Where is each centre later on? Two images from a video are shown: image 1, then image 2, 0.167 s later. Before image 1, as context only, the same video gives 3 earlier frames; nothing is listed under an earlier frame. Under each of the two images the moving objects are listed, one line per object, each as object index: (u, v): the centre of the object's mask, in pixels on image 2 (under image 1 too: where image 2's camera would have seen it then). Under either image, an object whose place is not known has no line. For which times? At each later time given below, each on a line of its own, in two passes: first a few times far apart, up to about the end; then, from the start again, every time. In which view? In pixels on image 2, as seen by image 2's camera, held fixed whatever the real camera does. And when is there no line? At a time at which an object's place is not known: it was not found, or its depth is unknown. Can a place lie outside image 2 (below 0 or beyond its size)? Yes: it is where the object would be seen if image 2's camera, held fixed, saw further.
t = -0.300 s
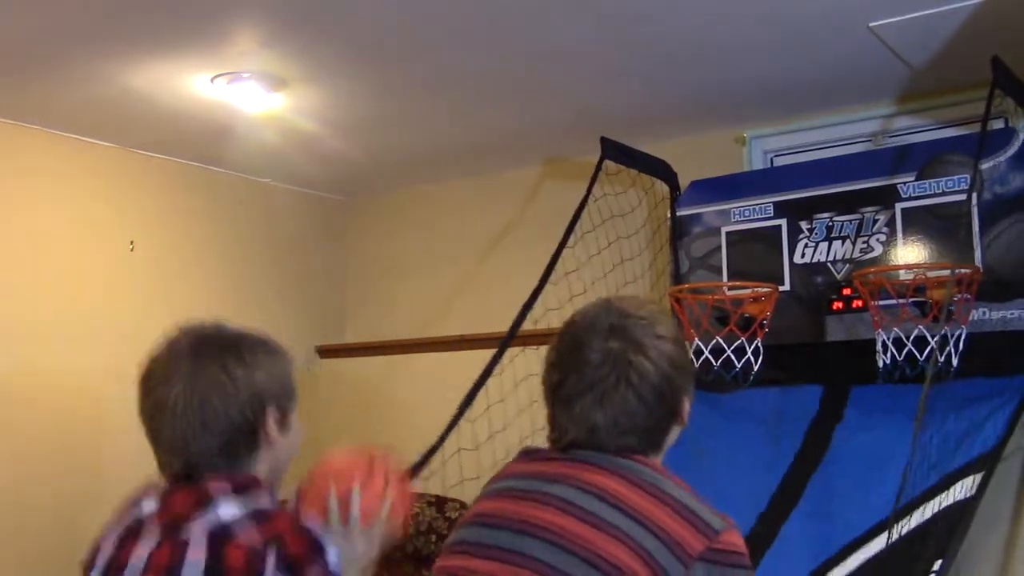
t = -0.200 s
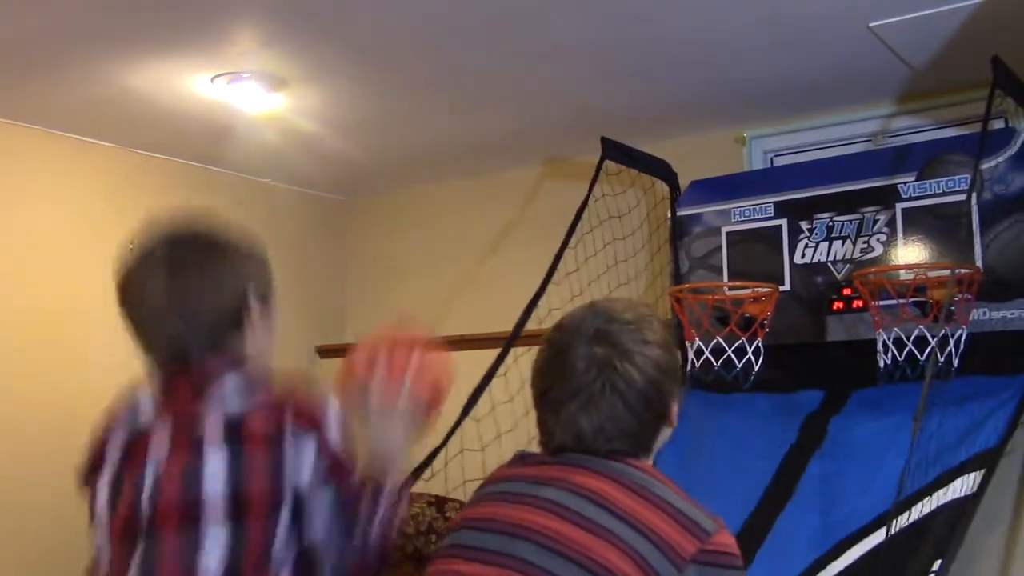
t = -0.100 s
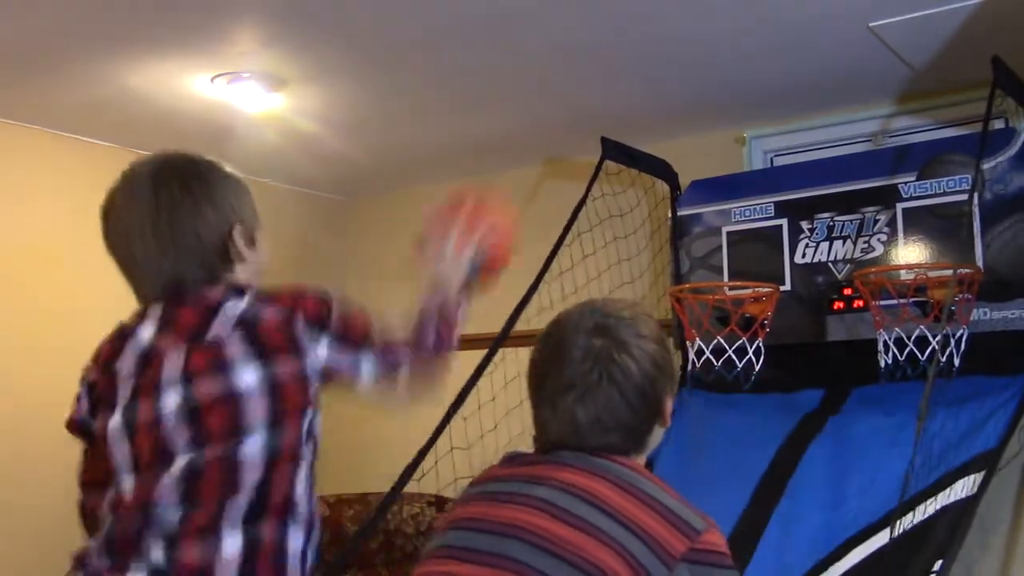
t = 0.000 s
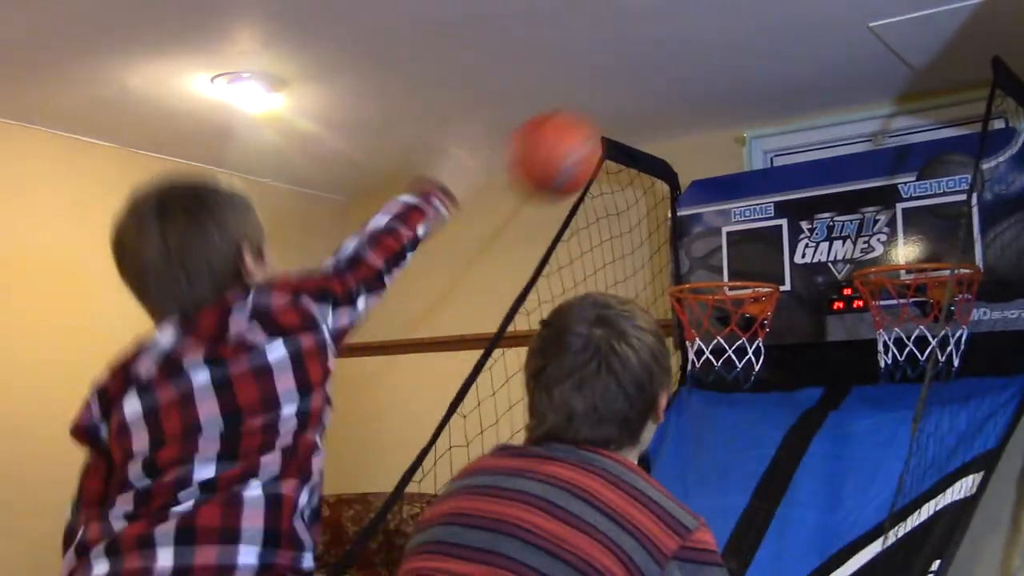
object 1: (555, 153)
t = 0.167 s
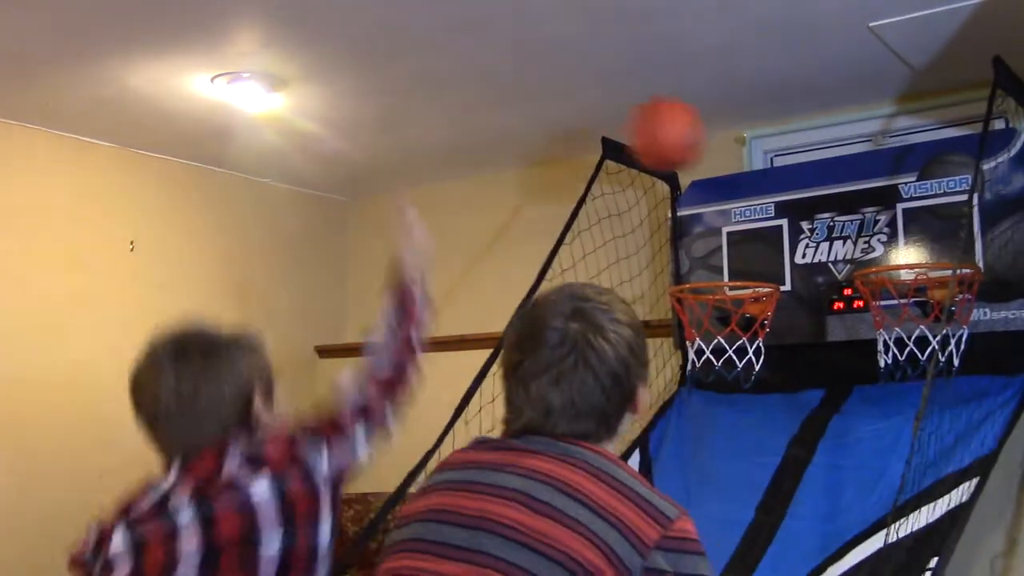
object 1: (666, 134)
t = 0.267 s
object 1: (720, 173)
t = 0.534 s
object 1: (779, 218)
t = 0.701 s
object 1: (760, 249)
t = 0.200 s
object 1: (684, 143)
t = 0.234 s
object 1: (704, 157)
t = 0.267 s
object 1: (720, 173)
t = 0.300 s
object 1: (736, 193)
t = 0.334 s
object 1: (754, 217)
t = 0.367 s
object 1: (768, 247)
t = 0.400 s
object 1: (779, 252)
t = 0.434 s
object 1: (787, 244)
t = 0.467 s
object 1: (786, 232)
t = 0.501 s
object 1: (782, 223)
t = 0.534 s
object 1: (779, 218)
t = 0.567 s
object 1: (775, 216)
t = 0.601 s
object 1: (772, 217)
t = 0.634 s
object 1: (768, 223)
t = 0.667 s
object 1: (764, 233)
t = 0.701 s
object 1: (760, 249)
